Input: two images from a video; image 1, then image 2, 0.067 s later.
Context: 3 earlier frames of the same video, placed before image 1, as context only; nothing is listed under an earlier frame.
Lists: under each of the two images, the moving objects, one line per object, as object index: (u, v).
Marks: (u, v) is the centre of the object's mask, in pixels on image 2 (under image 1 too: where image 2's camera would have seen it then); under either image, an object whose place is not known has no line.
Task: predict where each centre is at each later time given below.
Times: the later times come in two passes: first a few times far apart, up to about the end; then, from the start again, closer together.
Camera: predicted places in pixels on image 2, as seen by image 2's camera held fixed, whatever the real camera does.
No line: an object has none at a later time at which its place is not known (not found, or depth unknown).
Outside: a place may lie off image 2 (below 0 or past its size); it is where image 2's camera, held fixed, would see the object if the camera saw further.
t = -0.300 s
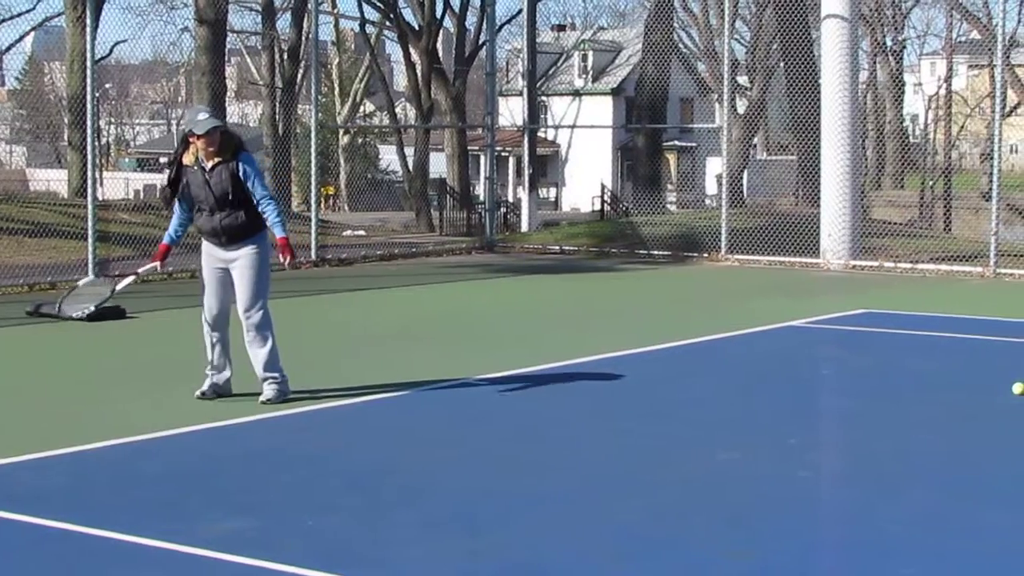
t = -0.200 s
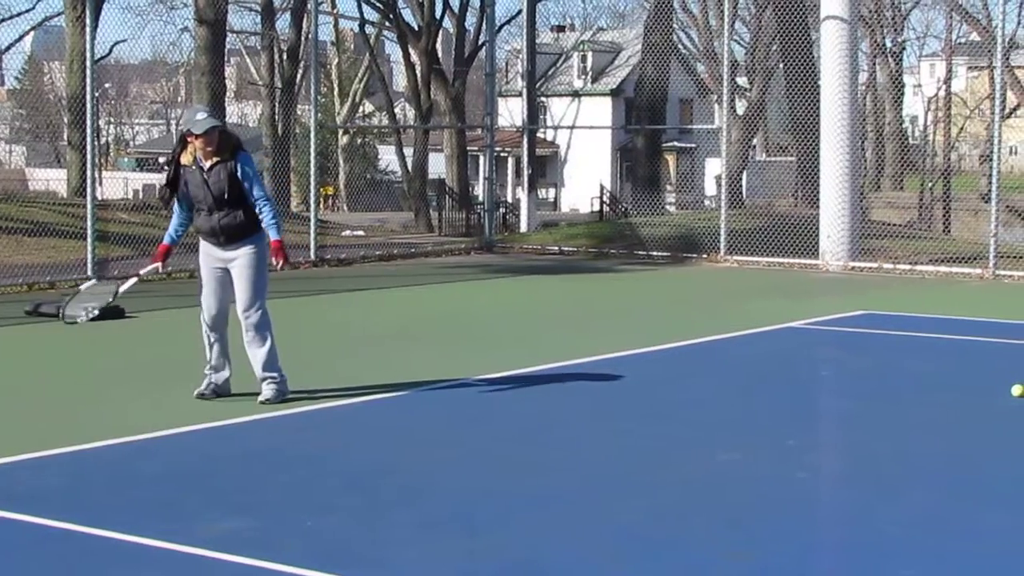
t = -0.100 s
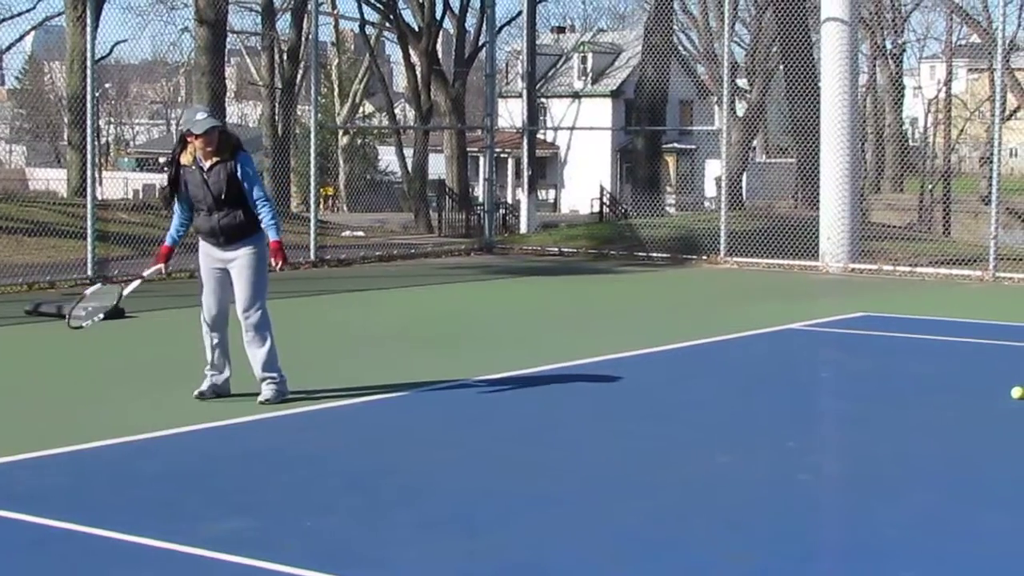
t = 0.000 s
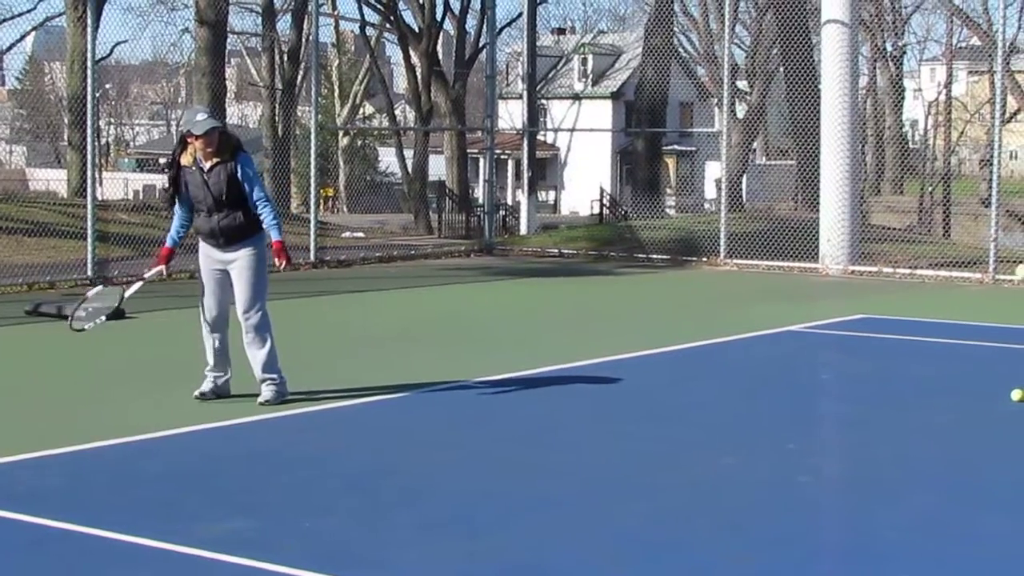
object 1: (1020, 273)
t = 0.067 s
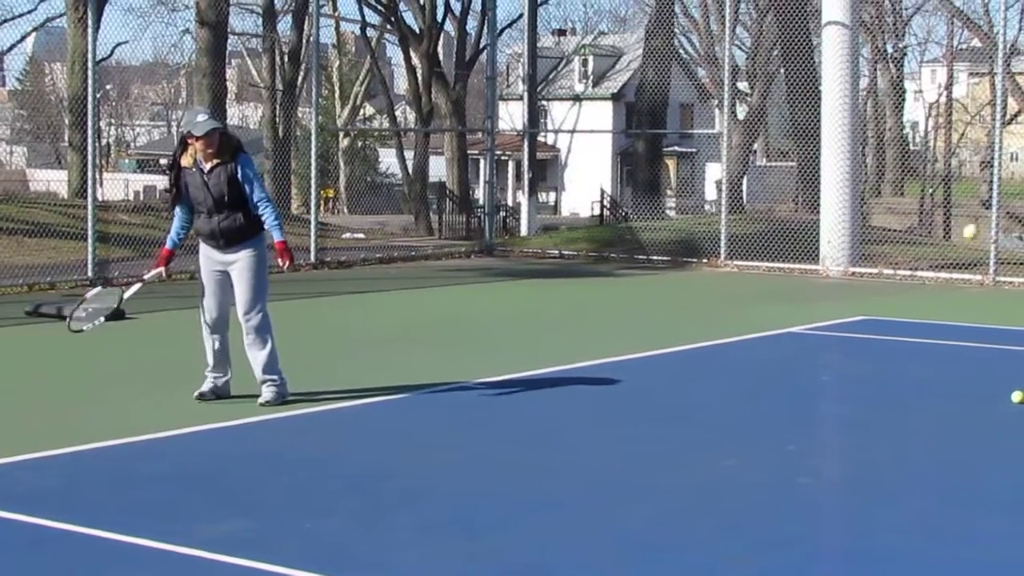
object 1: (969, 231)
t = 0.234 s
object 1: (836, 171)
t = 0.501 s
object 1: (621, 207)
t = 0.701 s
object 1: (460, 335)
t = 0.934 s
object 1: (313, 374)
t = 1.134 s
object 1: (211, 302)
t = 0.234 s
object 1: (836, 171)
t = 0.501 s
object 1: (621, 207)
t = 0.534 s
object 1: (593, 222)
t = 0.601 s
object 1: (540, 261)
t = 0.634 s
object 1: (514, 283)
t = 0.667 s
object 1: (487, 308)
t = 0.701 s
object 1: (460, 335)
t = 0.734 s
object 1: (434, 365)
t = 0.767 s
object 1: (410, 397)
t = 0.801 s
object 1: (384, 431)
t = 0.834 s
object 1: (362, 441)
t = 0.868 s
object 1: (346, 416)
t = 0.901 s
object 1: (329, 393)
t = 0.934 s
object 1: (313, 374)
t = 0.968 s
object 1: (296, 355)
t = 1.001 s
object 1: (279, 339)
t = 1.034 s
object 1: (261, 327)
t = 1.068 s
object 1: (245, 316)
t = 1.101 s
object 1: (228, 308)
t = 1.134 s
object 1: (211, 302)
